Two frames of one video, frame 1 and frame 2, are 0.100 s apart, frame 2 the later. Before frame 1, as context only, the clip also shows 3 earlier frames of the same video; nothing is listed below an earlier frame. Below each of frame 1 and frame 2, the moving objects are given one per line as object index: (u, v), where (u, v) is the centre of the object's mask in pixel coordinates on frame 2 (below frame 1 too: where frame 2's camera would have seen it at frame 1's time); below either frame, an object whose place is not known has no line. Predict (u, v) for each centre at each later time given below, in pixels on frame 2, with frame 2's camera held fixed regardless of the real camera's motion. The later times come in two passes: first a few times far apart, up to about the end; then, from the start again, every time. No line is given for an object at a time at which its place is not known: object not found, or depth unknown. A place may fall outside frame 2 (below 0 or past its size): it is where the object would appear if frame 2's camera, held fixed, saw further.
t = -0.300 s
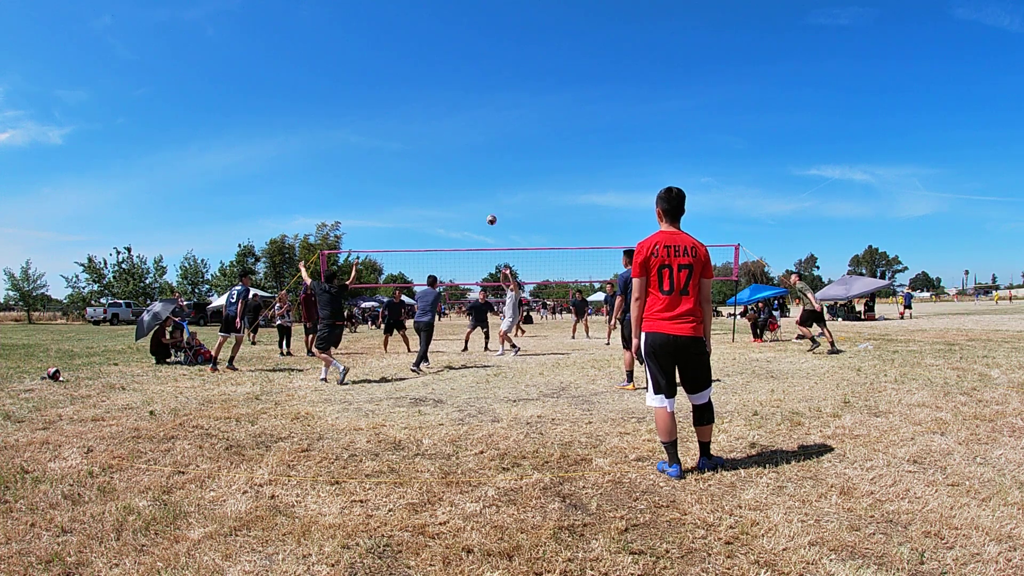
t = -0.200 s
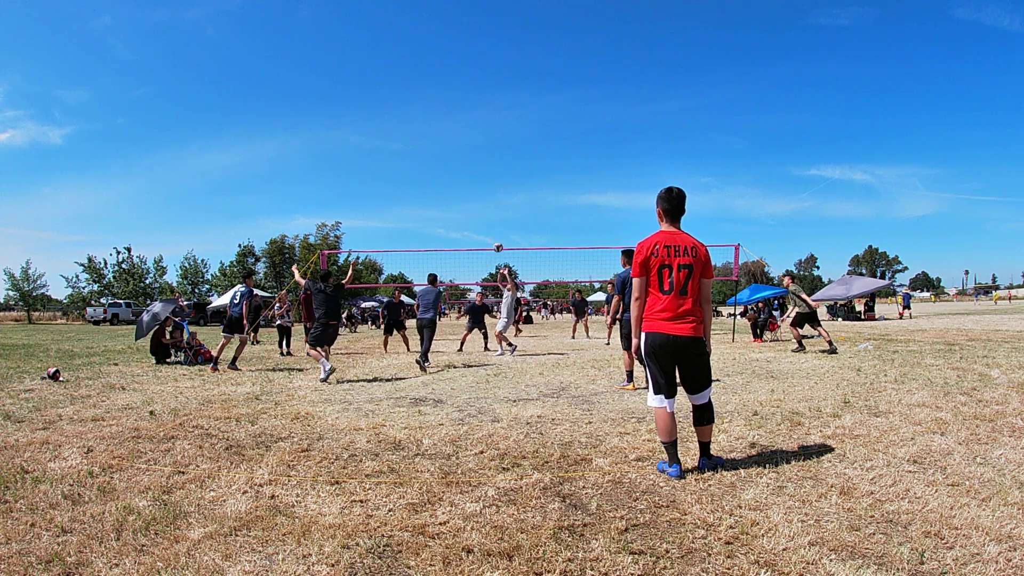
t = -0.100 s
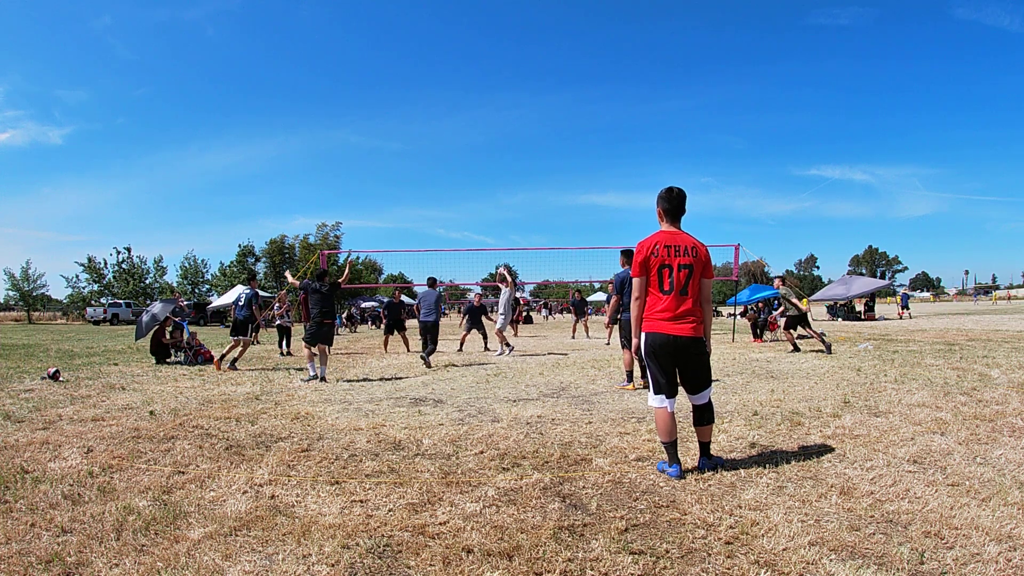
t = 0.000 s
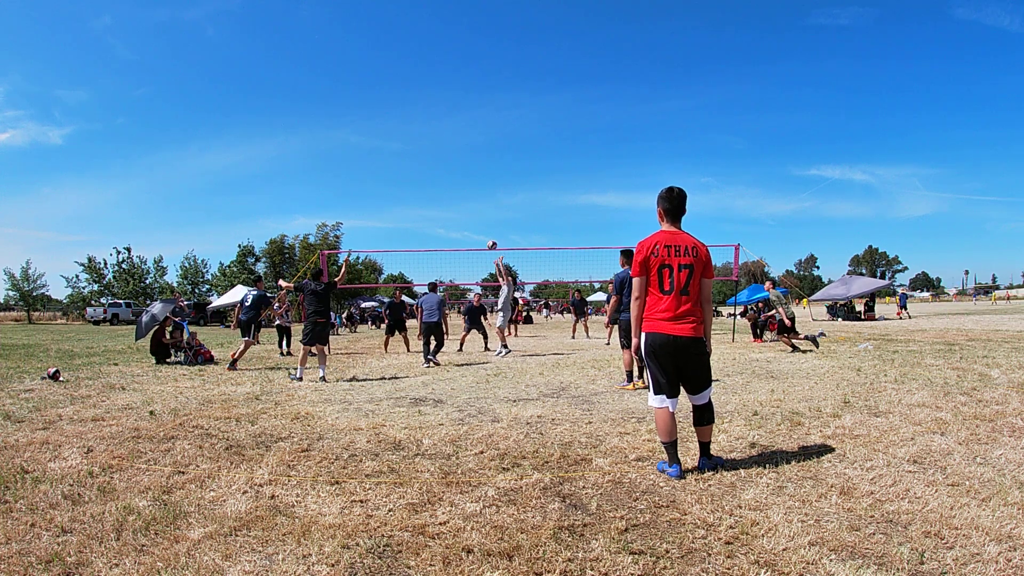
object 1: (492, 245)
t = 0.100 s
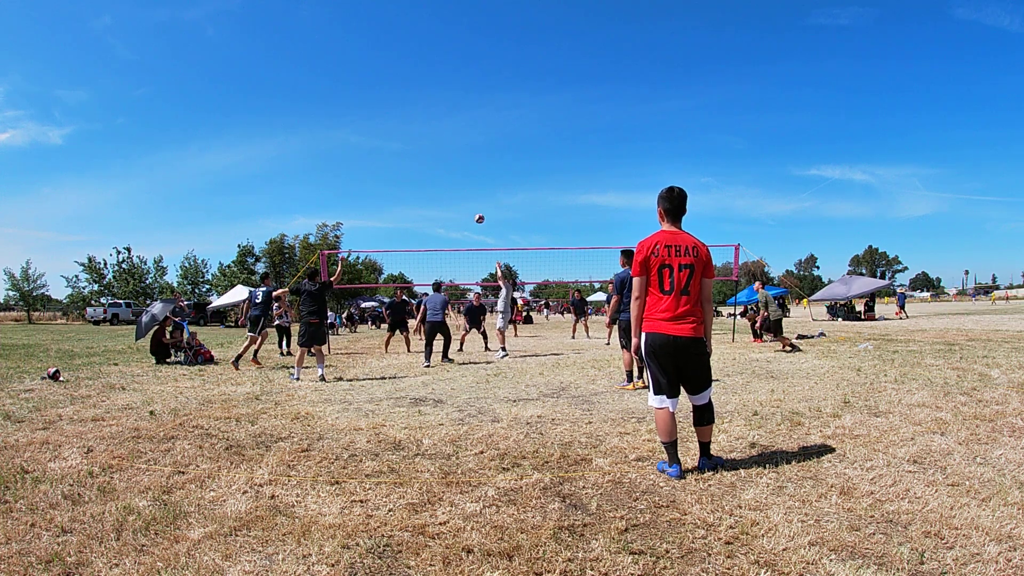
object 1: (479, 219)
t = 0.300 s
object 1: (454, 180)
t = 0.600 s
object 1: (420, 158)
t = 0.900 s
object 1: (388, 174)
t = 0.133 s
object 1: (475, 211)
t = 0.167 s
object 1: (471, 204)
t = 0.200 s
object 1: (467, 197)
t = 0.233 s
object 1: (463, 191)
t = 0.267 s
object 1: (459, 185)
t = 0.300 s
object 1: (454, 180)
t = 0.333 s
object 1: (451, 176)
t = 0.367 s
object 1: (447, 172)
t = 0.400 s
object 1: (443, 169)
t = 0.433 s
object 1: (439, 166)
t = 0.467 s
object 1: (435, 163)
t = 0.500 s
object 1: (432, 161)
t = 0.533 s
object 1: (428, 160)
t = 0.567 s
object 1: (424, 159)
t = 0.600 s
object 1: (420, 158)
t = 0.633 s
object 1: (417, 158)
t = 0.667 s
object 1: (413, 158)
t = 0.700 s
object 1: (409, 159)
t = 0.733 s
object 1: (405, 160)
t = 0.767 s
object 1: (402, 162)
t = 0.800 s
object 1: (398, 164)
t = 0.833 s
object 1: (395, 167)
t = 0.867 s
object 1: (391, 170)
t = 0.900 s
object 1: (388, 174)
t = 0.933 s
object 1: (384, 178)
